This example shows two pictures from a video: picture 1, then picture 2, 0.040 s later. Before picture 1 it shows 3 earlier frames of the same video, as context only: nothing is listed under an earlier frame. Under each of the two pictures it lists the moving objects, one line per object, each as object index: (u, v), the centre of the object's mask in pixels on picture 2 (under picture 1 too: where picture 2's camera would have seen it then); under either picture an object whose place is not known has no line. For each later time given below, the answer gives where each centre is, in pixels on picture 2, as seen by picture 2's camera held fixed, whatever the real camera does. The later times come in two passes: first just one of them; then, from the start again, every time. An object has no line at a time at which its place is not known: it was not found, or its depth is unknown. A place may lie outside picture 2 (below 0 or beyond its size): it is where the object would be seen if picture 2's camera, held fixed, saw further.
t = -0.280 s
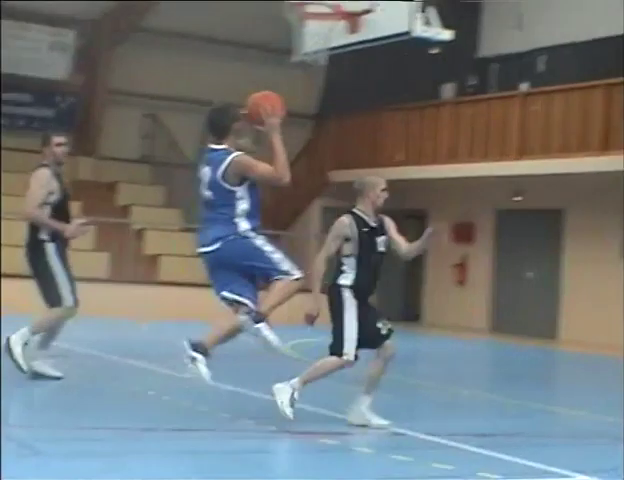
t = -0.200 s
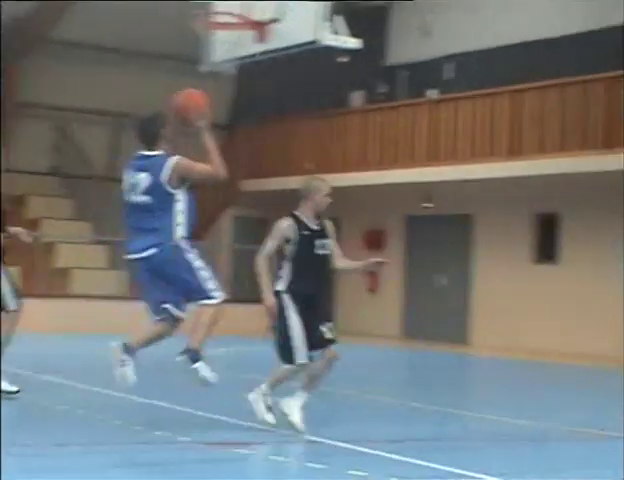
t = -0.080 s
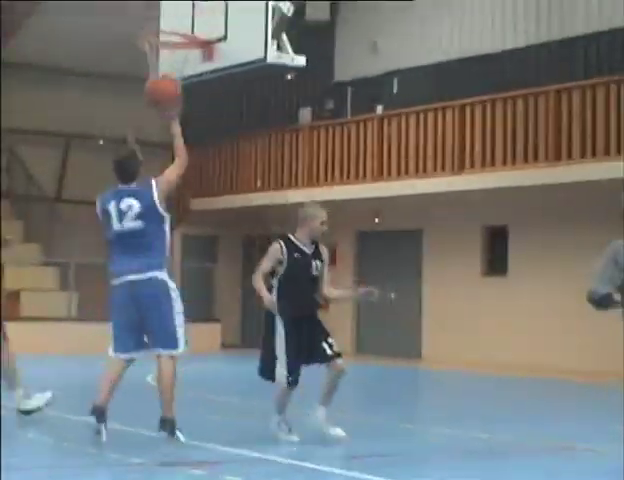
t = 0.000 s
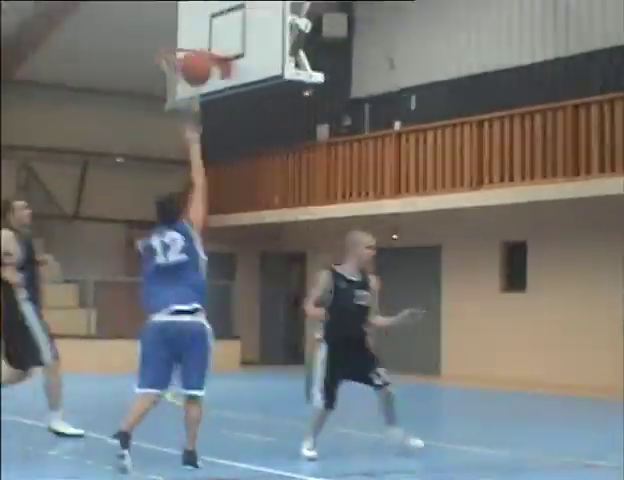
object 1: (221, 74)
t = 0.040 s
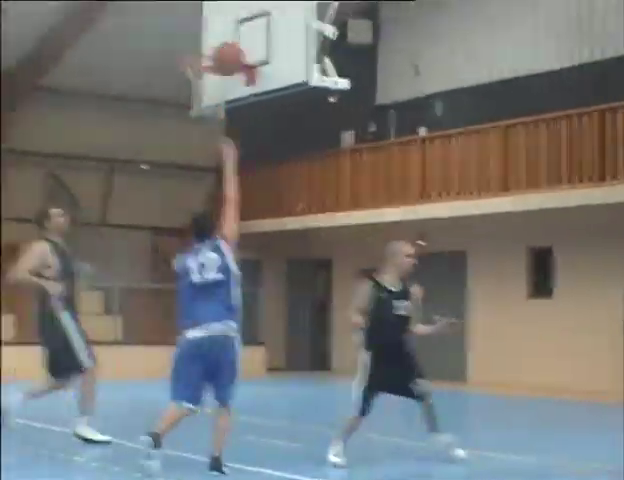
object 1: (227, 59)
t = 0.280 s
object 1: (261, 17)
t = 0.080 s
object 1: (233, 46)
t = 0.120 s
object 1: (239, 35)
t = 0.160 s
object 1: (245, 27)
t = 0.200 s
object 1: (251, 22)
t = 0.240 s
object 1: (256, 18)
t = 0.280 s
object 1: (261, 17)
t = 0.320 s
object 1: (266, 18)
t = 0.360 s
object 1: (271, 20)
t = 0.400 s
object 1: (261, 23)
